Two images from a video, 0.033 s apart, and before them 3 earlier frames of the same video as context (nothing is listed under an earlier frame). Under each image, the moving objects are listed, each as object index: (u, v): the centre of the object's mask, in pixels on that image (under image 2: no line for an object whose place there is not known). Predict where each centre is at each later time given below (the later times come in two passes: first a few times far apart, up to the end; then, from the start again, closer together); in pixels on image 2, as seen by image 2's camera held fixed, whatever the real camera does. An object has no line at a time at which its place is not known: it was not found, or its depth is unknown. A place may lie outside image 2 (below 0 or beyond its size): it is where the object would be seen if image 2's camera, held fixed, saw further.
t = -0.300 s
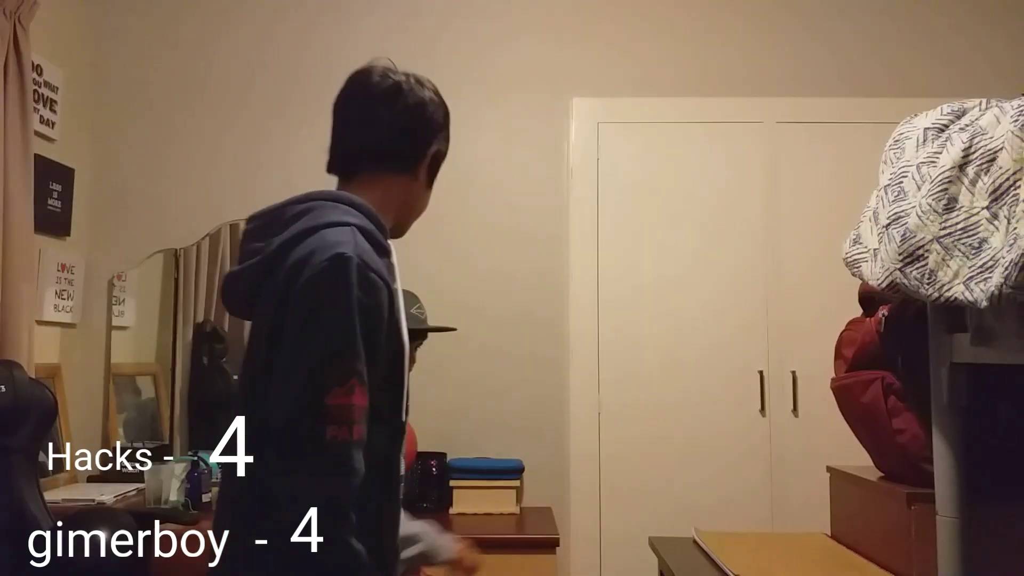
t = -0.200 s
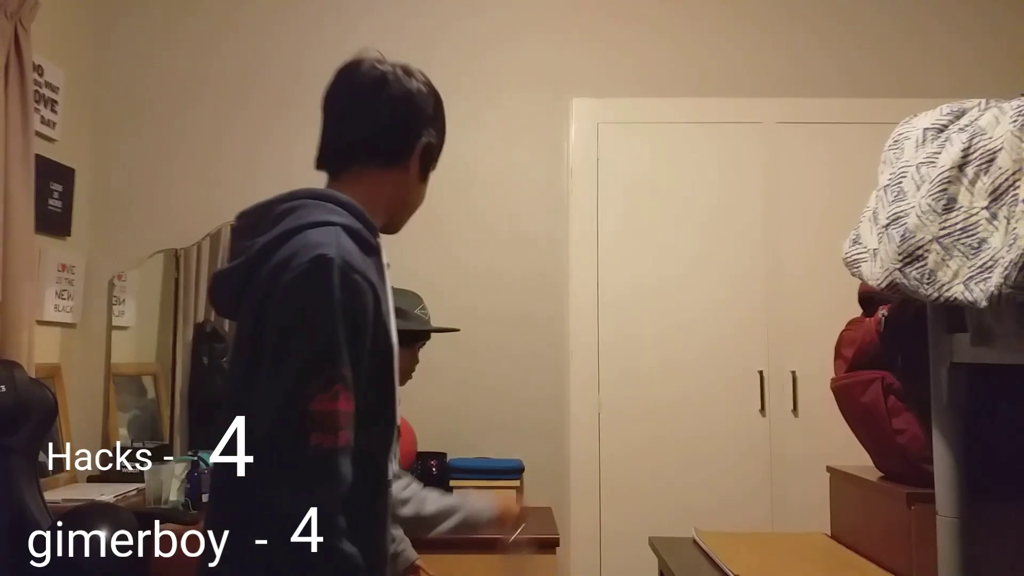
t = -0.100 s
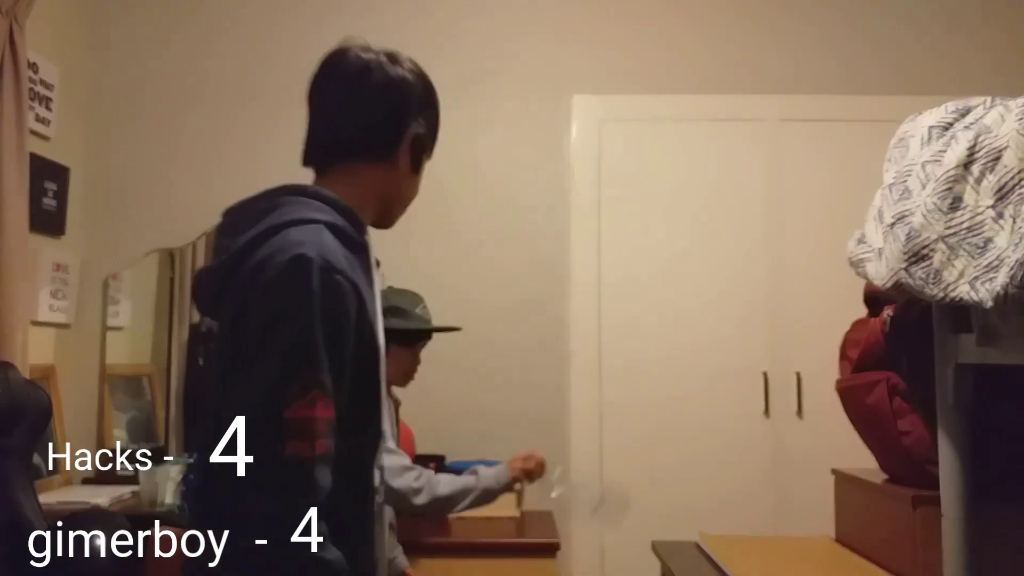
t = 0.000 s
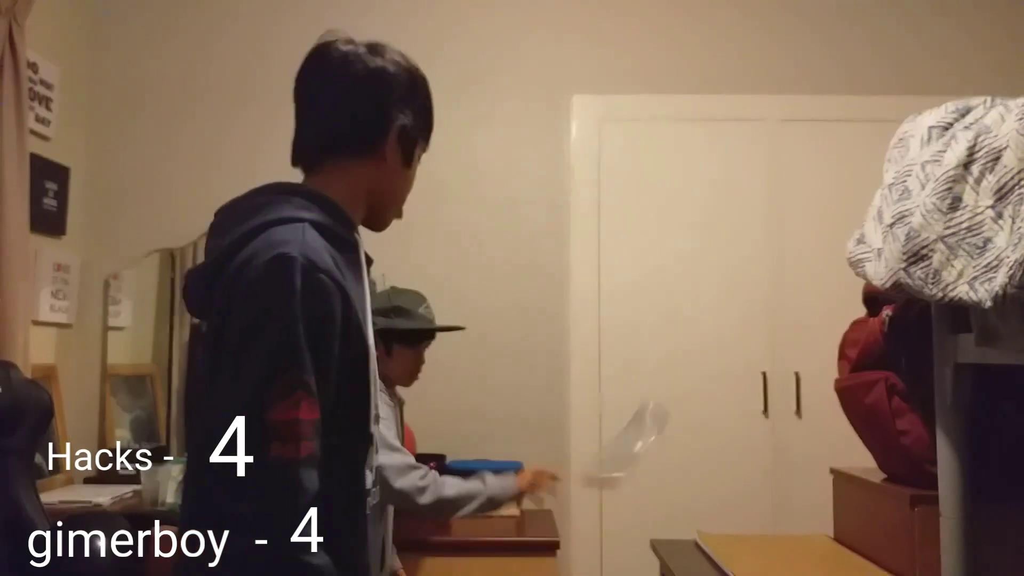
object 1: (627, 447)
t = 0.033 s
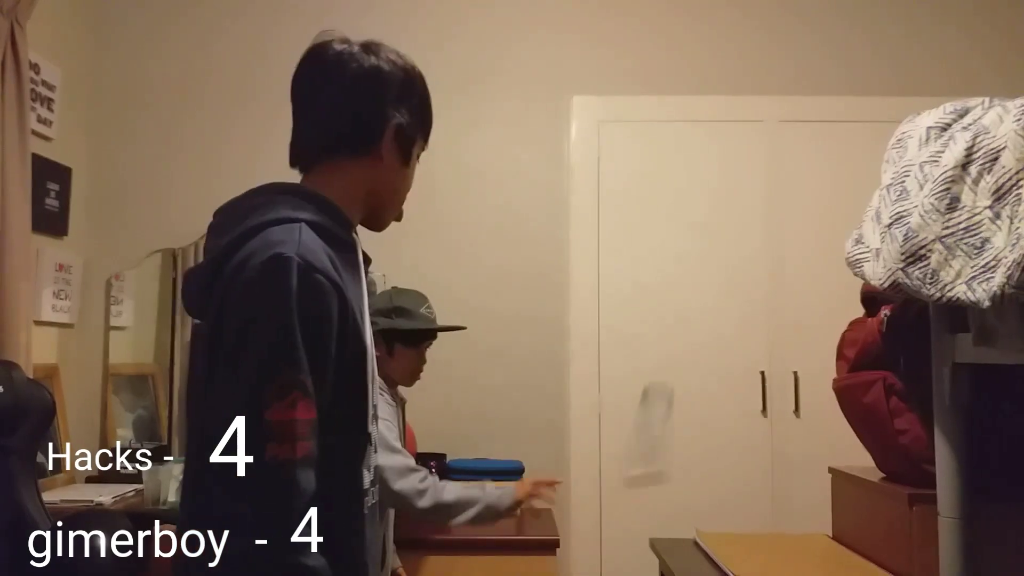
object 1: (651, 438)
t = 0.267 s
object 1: (752, 406)
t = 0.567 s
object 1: (834, 507)
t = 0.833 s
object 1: (826, 508)
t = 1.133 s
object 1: (826, 508)
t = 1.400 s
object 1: (826, 508)
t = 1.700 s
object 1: (826, 508)
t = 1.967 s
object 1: (827, 511)
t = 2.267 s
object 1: (825, 507)
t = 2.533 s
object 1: (826, 507)
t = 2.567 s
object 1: (826, 507)
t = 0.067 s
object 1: (677, 425)
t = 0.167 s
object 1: (729, 385)
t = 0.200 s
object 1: (737, 385)
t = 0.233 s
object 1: (745, 392)
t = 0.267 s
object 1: (752, 406)
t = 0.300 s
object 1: (763, 430)
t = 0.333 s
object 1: (775, 464)
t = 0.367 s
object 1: (787, 498)
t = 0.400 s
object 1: (797, 505)
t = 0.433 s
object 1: (811, 505)
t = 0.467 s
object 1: (821, 506)
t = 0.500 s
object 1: (831, 506)
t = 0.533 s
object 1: (835, 507)
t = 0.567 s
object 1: (834, 507)
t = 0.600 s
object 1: (833, 507)
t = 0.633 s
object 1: (831, 508)
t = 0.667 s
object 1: (828, 508)
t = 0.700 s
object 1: (828, 508)
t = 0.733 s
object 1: (827, 508)
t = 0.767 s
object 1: (826, 508)
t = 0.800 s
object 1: (825, 508)
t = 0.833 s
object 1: (826, 508)
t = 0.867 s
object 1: (826, 508)
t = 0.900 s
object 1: (826, 508)
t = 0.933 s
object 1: (826, 508)
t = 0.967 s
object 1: (825, 509)
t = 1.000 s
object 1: (826, 508)
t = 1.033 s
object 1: (824, 508)
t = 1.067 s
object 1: (824, 508)
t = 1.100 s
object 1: (826, 508)
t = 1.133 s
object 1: (826, 508)
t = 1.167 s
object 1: (827, 508)
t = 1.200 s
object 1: (826, 509)
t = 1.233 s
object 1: (826, 510)
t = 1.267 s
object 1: (825, 509)
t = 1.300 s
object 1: (826, 508)
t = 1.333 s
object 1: (826, 508)
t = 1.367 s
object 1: (826, 508)
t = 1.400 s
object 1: (826, 508)
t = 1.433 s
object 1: (826, 508)
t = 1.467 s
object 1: (827, 508)
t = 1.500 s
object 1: (827, 508)
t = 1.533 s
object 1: (826, 508)
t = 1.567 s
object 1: (826, 508)
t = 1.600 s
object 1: (826, 508)
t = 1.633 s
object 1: (826, 508)
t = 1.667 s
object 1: (826, 508)
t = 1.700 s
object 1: (826, 508)
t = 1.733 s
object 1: (826, 508)
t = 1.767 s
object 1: (826, 508)
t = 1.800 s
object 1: (826, 508)
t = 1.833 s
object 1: (825, 507)
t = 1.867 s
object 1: (825, 507)
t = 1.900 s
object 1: (826, 508)
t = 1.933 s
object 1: (827, 508)
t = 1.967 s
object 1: (827, 511)
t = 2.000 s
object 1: (826, 511)
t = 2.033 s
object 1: (825, 510)
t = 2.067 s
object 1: (825, 509)
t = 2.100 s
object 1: (825, 509)
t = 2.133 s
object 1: (827, 509)
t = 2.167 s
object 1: (826, 510)
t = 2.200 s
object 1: (826, 508)
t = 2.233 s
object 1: (825, 508)
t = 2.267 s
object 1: (825, 507)
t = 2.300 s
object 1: (826, 507)
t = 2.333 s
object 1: (826, 508)
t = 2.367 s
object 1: (826, 508)
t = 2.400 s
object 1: (826, 508)
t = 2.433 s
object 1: (826, 508)
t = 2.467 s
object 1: (826, 507)
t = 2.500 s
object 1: (826, 507)
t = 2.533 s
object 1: (826, 507)
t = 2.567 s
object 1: (826, 507)
